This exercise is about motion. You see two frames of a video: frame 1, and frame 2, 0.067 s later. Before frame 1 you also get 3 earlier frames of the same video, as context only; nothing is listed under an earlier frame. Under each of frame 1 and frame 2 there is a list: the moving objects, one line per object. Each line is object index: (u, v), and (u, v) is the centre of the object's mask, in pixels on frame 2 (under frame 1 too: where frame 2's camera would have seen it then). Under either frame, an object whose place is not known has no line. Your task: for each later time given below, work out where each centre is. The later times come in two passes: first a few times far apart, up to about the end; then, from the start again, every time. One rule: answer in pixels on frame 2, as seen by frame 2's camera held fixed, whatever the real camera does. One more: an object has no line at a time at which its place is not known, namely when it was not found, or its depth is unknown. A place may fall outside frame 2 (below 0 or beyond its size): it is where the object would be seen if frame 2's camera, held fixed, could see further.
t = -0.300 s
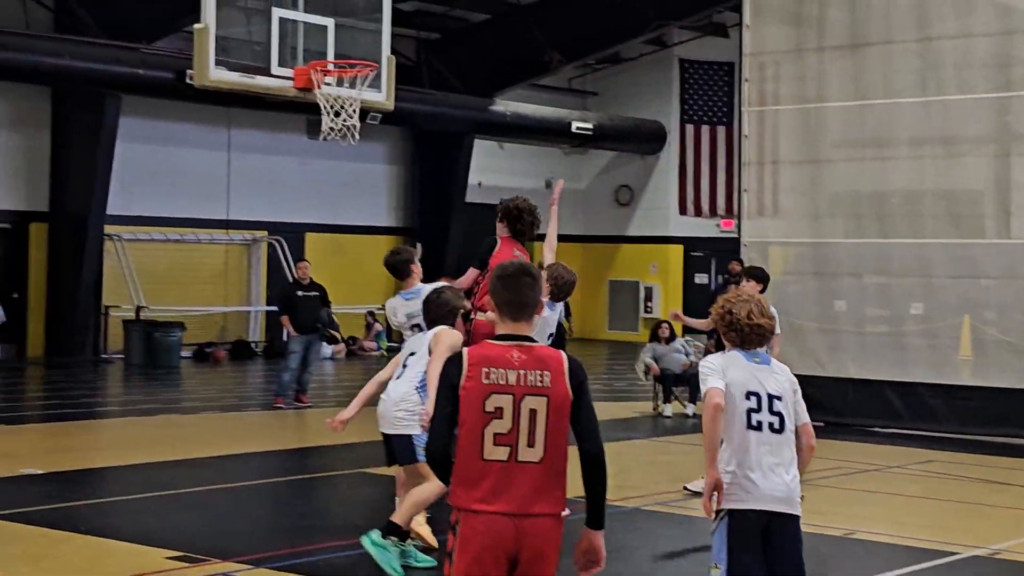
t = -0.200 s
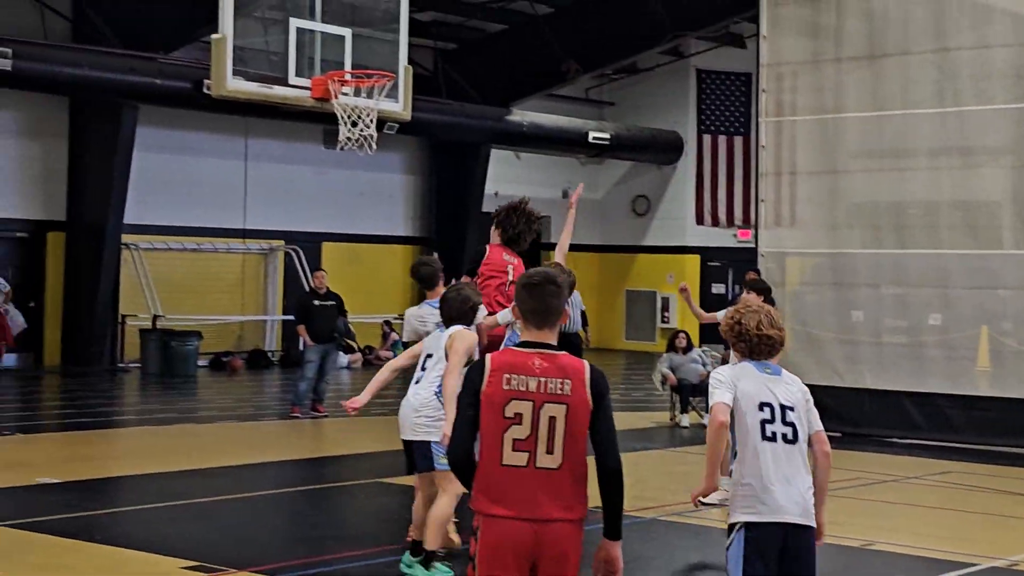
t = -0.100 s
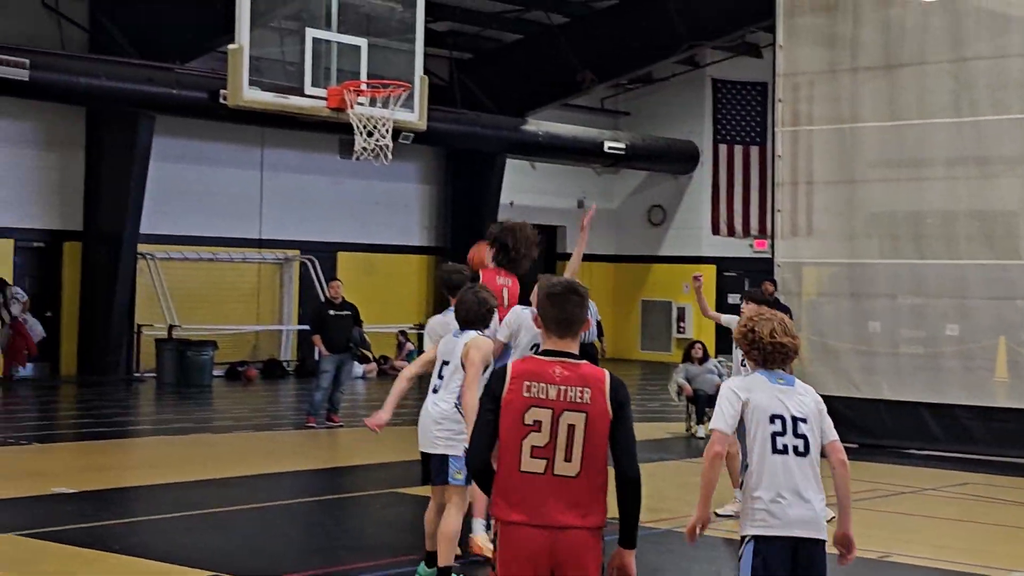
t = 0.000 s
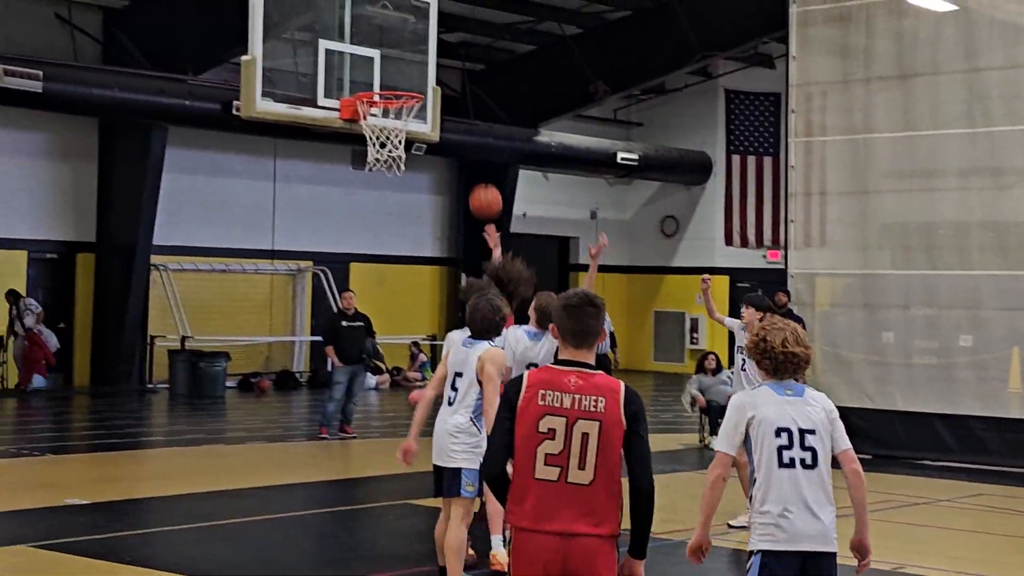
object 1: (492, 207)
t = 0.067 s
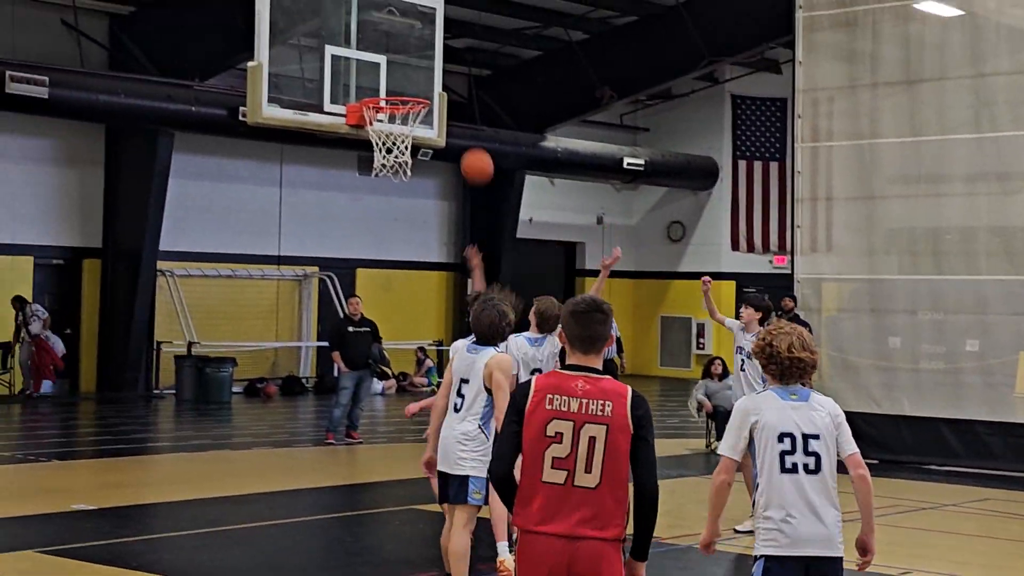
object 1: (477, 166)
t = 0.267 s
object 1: (432, 80)
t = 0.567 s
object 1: (422, 64)
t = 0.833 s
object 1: (401, 84)
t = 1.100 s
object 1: (375, 155)
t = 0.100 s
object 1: (470, 149)
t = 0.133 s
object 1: (463, 132)
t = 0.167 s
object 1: (455, 116)
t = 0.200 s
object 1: (448, 103)
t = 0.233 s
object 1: (441, 90)
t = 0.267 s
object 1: (432, 80)
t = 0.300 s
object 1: (425, 71)
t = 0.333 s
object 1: (424, 65)
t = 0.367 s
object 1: (424, 61)
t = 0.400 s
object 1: (424, 57)
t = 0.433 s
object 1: (424, 56)
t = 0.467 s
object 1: (424, 55)
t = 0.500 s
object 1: (423, 57)
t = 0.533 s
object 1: (423, 60)
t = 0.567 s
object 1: (422, 64)
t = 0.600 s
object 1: (422, 70)
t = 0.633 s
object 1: (421, 78)
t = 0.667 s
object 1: (421, 84)
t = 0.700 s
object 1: (417, 82)
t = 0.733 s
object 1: (413, 82)
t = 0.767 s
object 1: (409, 82)
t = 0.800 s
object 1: (404, 83)
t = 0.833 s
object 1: (401, 84)
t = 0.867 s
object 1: (396, 87)
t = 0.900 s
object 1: (391, 102)
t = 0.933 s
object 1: (386, 111)
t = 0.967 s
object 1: (386, 116)
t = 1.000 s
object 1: (382, 131)
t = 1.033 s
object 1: (378, 137)
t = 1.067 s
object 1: (376, 147)
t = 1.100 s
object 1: (375, 155)
